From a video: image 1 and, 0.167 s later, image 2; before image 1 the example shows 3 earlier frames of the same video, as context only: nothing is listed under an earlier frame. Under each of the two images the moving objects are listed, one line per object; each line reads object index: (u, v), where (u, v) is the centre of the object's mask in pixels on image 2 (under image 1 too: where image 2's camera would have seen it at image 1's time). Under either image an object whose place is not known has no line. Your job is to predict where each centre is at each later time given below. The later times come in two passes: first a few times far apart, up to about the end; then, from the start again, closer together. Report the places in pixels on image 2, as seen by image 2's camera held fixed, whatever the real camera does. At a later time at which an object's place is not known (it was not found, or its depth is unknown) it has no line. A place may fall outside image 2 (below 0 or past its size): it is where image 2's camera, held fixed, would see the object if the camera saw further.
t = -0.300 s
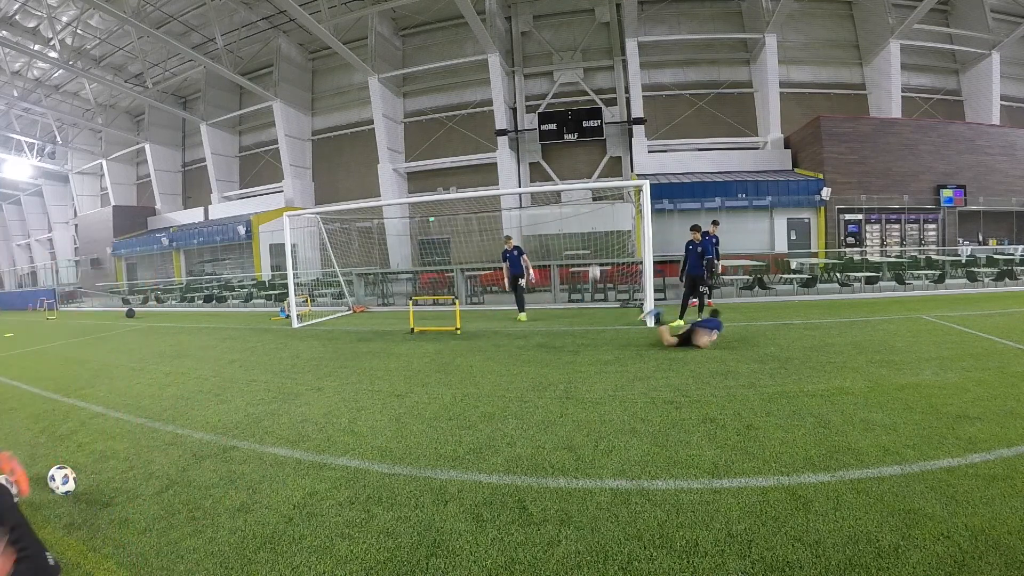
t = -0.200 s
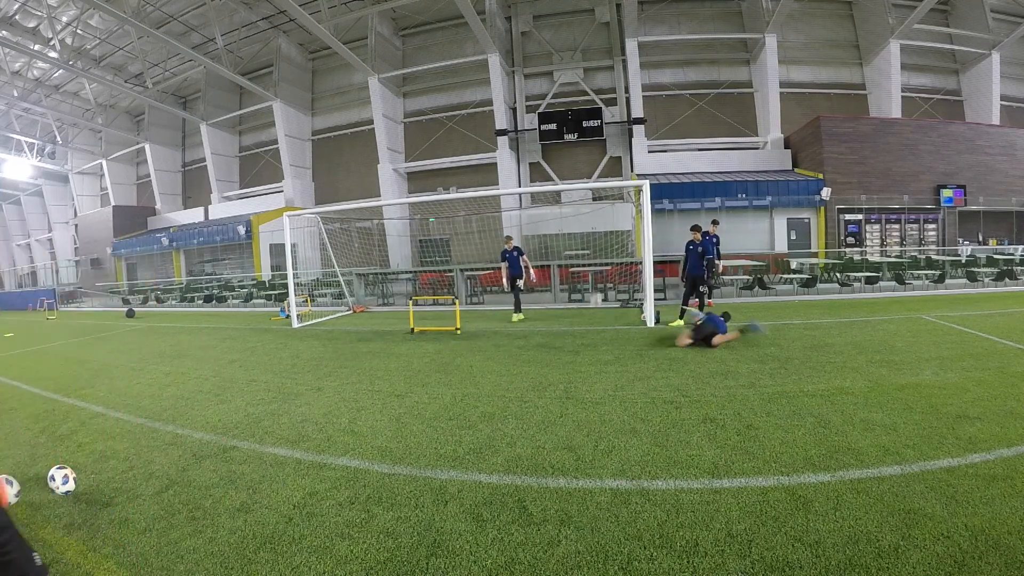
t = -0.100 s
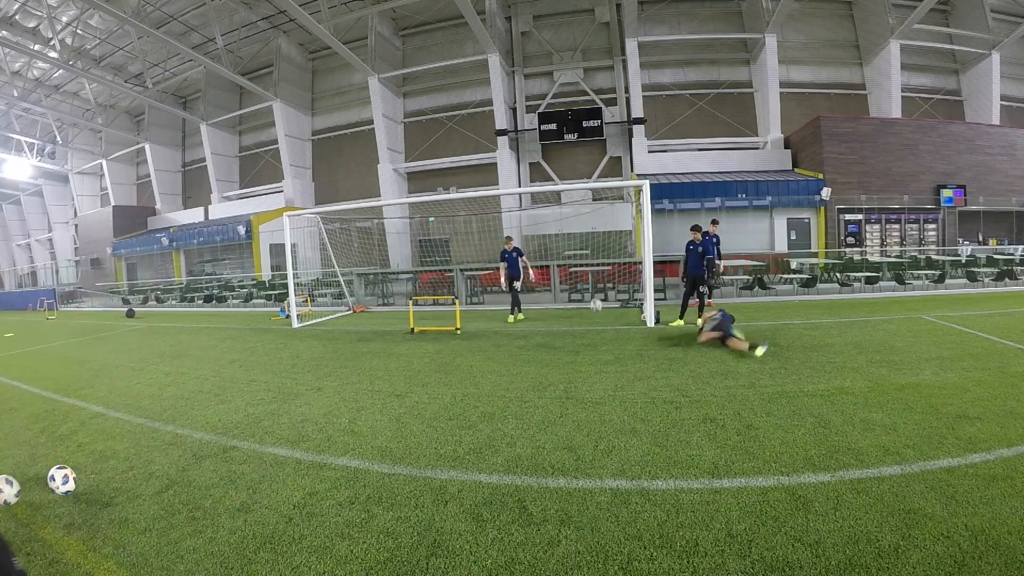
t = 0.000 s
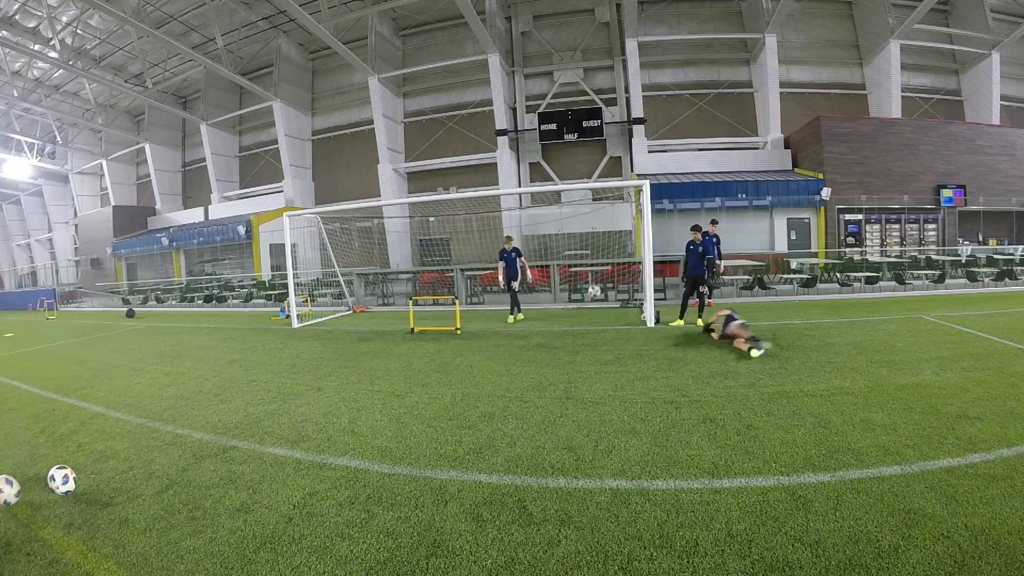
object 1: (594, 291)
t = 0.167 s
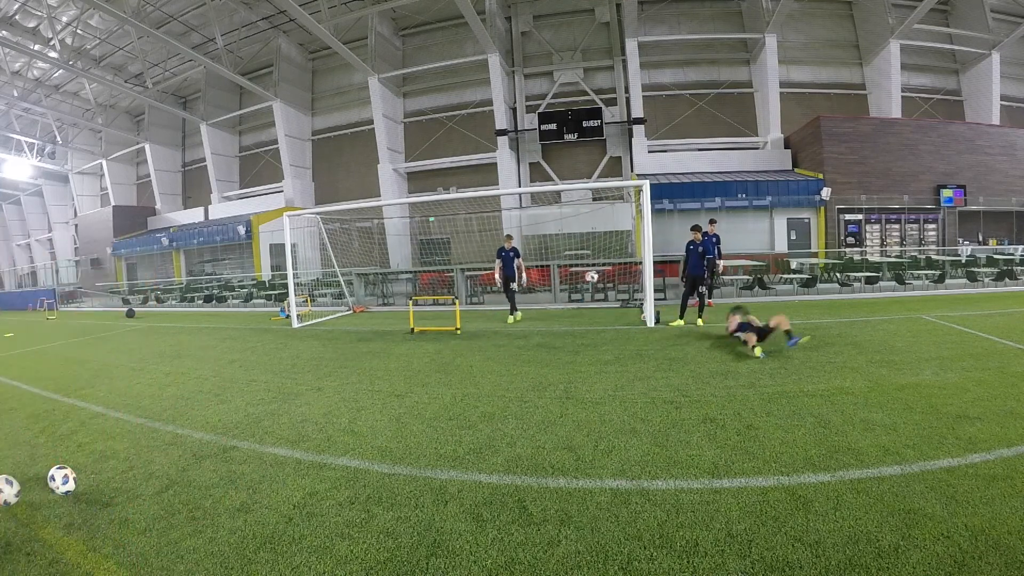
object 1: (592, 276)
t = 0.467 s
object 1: (589, 289)
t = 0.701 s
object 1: (587, 333)
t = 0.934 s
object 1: (584, 320)
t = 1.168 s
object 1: (583, 343)
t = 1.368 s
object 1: (582, 346)
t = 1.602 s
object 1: (582, 360)
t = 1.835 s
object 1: (581, 371)
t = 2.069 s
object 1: (582, 379)
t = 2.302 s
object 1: (582, 387)
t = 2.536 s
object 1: (583, 394)
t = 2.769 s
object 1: (586, 401)
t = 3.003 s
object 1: (587, 407)
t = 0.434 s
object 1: (589, 284)
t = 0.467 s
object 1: (589, 289)
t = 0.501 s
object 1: (588, 293)
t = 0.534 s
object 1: (588, 298)
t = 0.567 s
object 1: (588, 305)
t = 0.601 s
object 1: (587, 313)
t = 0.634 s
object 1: (588, 320)
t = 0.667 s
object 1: (587, 328)
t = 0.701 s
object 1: (587, 333)
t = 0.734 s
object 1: (586, 329)
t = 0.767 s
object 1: (586, 326)
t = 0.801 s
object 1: (586, 324)
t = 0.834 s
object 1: (586, 322)
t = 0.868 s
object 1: (585, 320)
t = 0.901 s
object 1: (585, 320)
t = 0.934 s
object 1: (584, 320)
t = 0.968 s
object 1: (584, 321)
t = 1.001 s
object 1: (584, 322)
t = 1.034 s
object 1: (584, 325)
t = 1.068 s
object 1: (584, 328)
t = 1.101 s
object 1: (583, 332)
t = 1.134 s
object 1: (583, 337)
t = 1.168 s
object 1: (583, 343)
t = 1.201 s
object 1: (583, 349)
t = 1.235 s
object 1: (583, 347)
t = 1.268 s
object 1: (583, 346)
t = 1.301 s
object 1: (583, 345)
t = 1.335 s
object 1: (582, 345)
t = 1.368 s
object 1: (582, 346)
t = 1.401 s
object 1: (582, 348)
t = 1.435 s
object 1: (582, 351)
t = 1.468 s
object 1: (582, 355)
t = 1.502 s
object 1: (582, 359)
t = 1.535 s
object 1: (582, 359)
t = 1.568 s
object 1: (582, 360)
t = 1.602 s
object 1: (582, 360)
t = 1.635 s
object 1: (581, 362)
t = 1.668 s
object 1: (581, 364)
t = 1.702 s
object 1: (581, 366)
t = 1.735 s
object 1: (581, 367)
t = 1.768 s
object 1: (581, 368)
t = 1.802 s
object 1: (581, 370)
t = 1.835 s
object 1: (581, 371)
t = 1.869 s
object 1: (581, 372)
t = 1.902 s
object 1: (581, 373)
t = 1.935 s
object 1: (581, 374)
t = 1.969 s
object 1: (582, 376)
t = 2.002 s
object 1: (582, 376)
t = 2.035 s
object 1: (582, 377)
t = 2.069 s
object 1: (582, 379)
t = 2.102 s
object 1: (582, 380)
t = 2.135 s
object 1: (582, 381)
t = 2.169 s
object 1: (582, 382)
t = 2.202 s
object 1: (582, 383)
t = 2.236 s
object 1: (582, 384)
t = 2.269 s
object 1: (582, 386)
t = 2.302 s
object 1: (582, 387)
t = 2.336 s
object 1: (582, 388)
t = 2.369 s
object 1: (582, 389)
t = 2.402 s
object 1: (582, 390)
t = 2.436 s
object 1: (583, 391)
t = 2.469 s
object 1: (583, 392)
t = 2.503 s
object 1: (583, 393)
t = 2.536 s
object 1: (583, 394)
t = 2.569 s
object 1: (584, 395)
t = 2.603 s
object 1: (584, 396)
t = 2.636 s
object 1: (584, 397)
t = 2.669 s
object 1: (585, 398)
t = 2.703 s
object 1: (585, 399)
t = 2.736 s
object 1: (585, 400)
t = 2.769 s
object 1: (586, 401)
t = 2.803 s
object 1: (586, 402)
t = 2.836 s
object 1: (586, 402)
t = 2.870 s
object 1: (586, 403)
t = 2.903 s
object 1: (586, 405)
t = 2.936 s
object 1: (587, 405)
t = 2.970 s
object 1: (587, 406)
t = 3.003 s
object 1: (587, 407)
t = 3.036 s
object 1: (588, 407)
